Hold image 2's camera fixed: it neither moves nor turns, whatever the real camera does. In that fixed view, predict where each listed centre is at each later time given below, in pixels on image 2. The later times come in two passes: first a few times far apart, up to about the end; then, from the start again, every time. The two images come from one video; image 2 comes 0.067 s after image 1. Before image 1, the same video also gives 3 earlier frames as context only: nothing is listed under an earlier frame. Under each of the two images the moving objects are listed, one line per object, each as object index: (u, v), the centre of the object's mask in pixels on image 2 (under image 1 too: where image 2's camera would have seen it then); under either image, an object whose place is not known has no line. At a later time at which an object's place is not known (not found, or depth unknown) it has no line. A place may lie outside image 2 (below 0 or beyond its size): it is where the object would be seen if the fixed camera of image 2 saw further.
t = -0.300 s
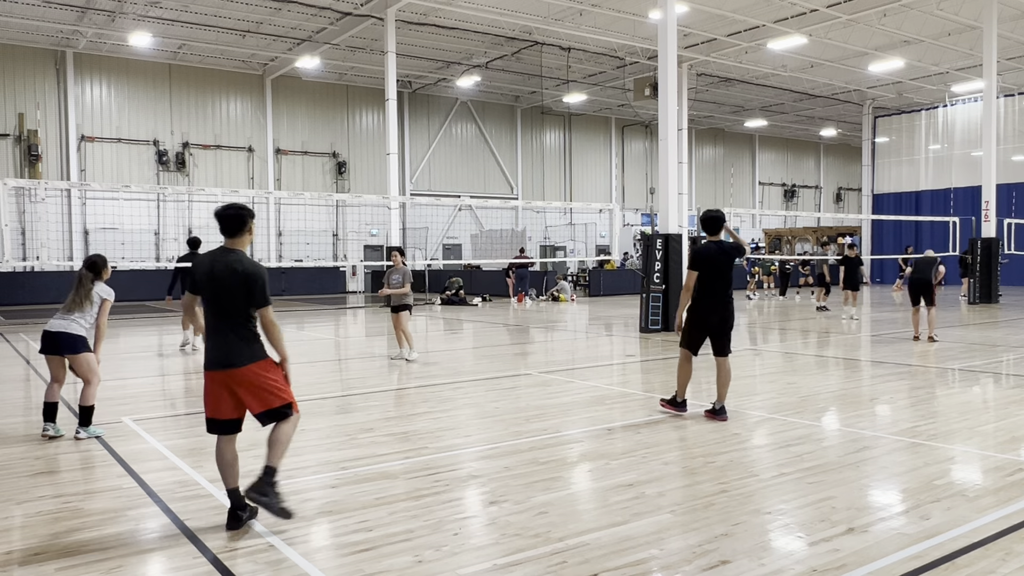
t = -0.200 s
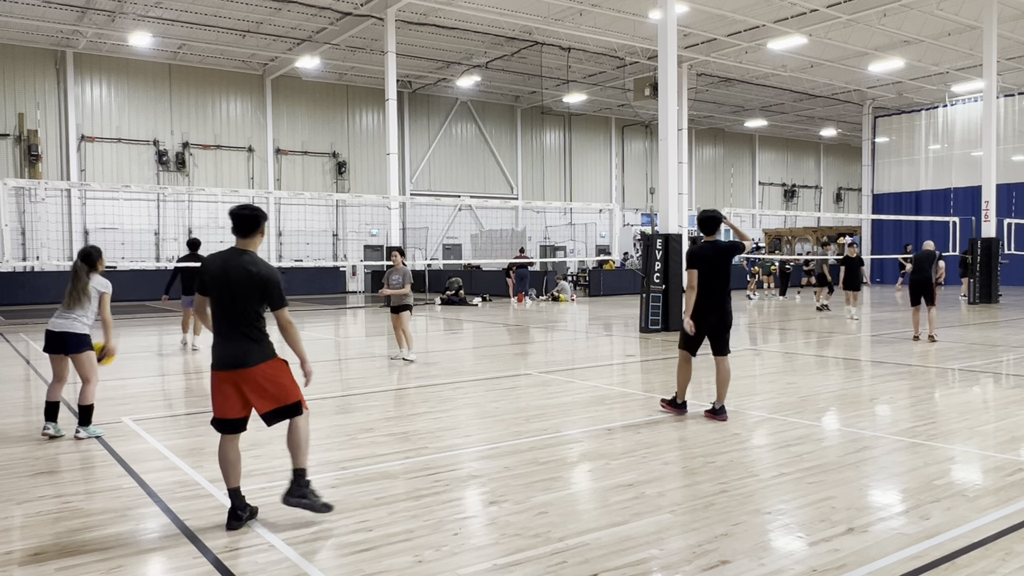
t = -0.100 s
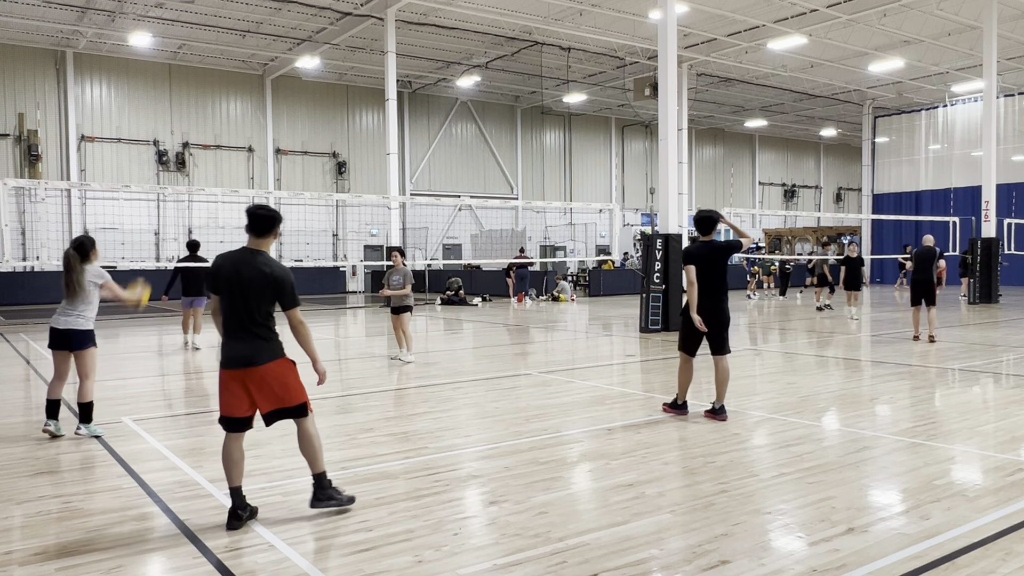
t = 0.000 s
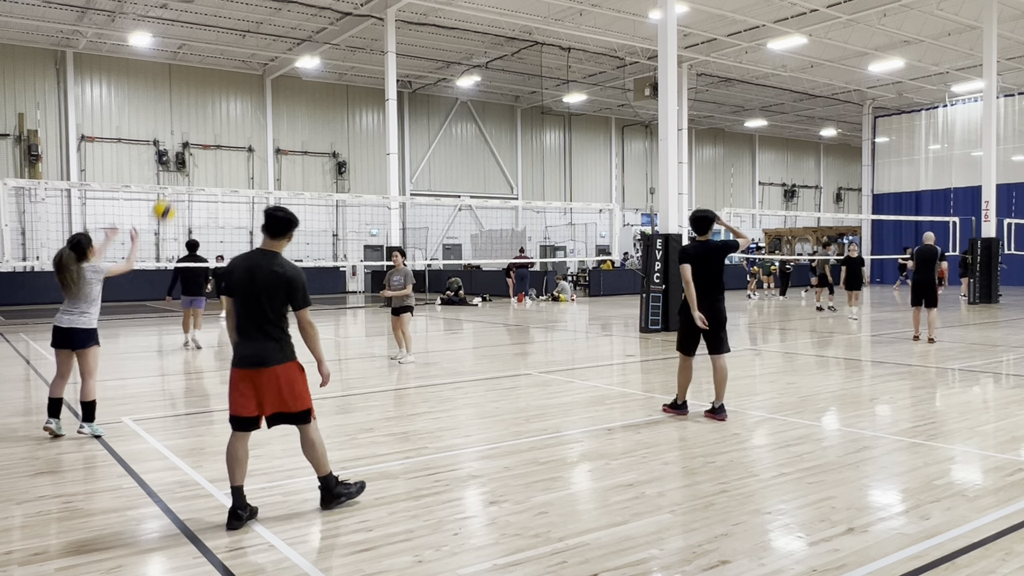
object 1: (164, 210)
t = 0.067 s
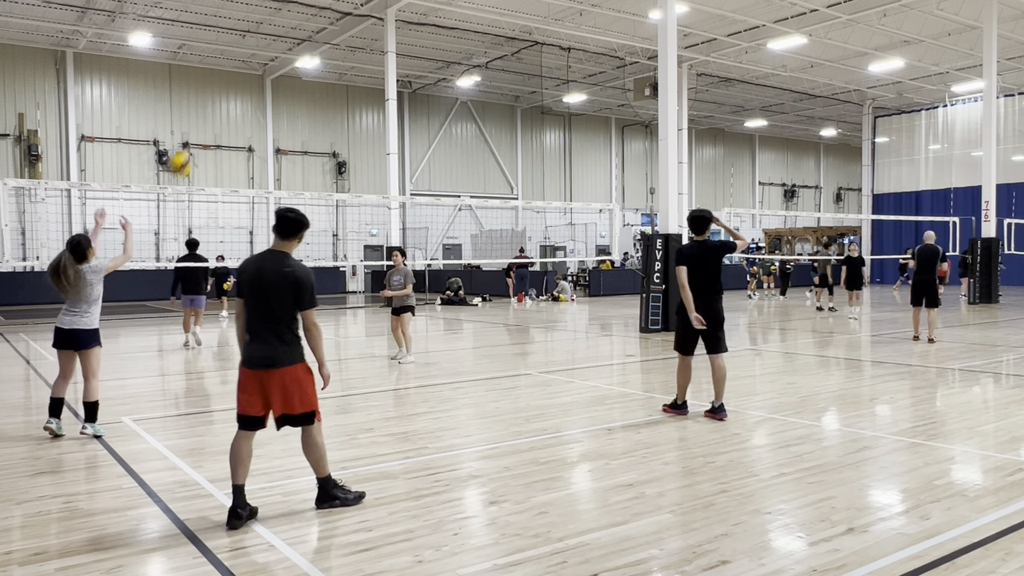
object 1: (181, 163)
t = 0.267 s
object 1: (225, 66)
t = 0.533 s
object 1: (274, 14)
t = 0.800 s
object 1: (316, 30)
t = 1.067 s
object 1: (351, 97)
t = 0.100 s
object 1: (188, 142)
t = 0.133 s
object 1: (196, 122)
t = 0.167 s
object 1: (205, 106)
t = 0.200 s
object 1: (211, 90)
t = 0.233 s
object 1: (218, 78)
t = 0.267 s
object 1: (225, 66)
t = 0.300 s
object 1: (232, 55)
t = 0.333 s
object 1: (239, 45)
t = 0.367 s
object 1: (245, 37)
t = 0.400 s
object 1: (251, 30)
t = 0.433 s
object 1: (257, 25)
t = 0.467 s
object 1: (262, 20)
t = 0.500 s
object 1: (268, 16)
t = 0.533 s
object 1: (274, 14)
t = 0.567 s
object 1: (279, 12)
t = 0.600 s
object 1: (285, 11)
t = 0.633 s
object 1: (291, 12)
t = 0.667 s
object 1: (296, 14)
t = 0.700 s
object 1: (301, 17)
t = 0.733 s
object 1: (306, 20)
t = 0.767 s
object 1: (311, 25)
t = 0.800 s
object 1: (316, 30)
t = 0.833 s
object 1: (321, 36)
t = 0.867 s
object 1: (325, 42)
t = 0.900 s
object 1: (330, 51)
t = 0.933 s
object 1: (335, 58)
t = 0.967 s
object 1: (339, 67)
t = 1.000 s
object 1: (343, 76)
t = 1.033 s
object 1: (348, 87)
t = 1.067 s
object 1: (351, 97)
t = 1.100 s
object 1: (356, 109)
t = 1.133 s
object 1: (360, 121)
